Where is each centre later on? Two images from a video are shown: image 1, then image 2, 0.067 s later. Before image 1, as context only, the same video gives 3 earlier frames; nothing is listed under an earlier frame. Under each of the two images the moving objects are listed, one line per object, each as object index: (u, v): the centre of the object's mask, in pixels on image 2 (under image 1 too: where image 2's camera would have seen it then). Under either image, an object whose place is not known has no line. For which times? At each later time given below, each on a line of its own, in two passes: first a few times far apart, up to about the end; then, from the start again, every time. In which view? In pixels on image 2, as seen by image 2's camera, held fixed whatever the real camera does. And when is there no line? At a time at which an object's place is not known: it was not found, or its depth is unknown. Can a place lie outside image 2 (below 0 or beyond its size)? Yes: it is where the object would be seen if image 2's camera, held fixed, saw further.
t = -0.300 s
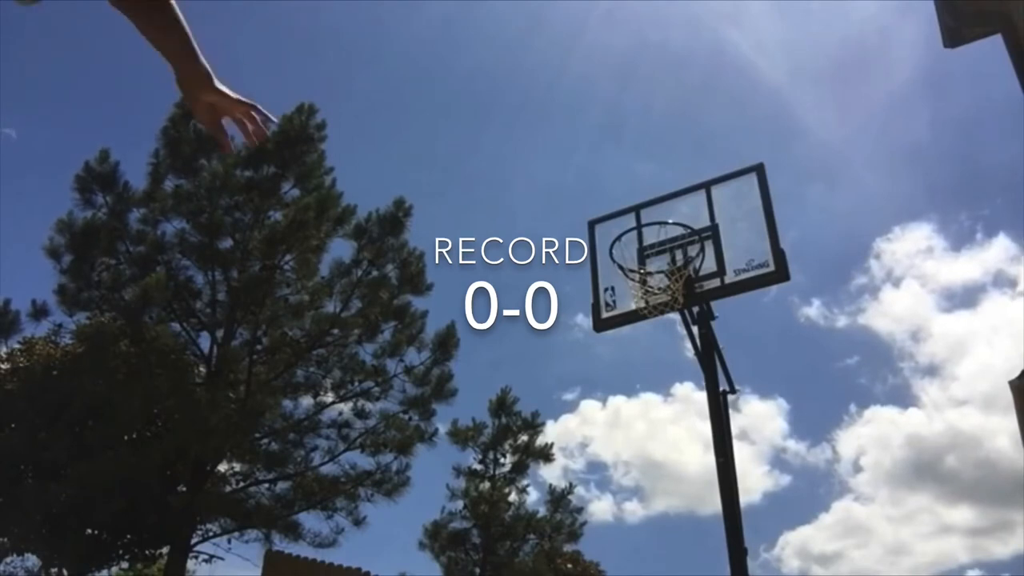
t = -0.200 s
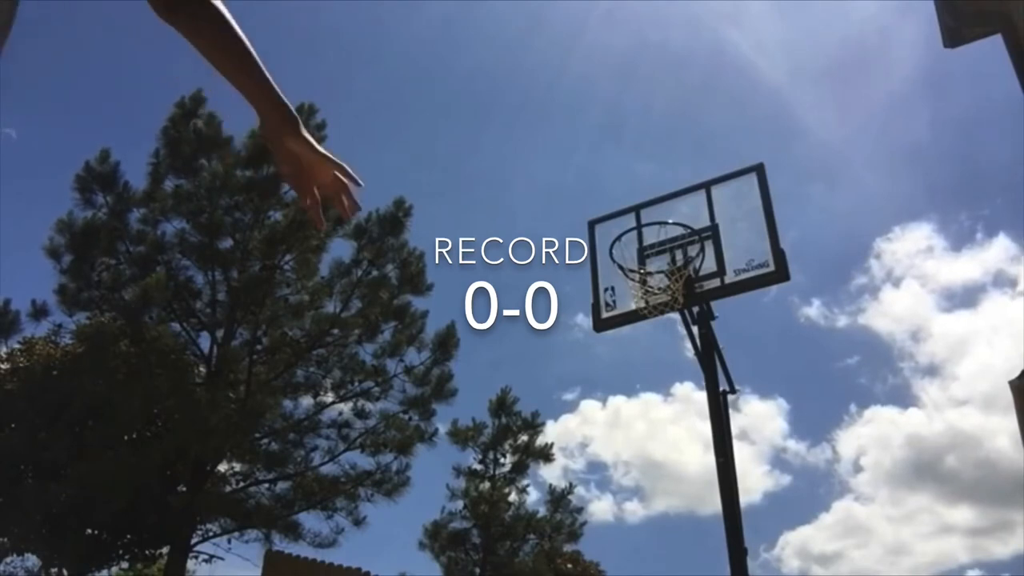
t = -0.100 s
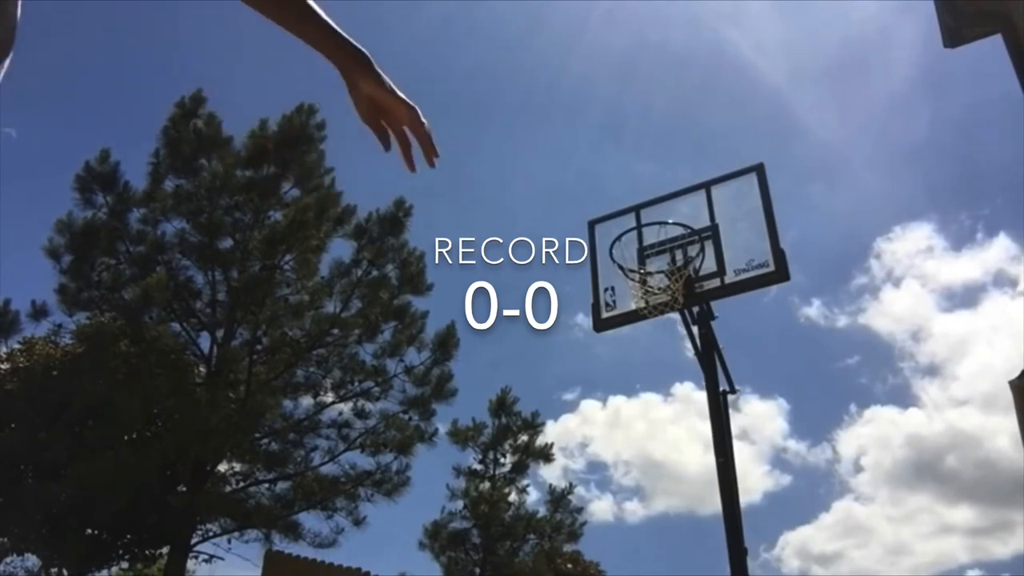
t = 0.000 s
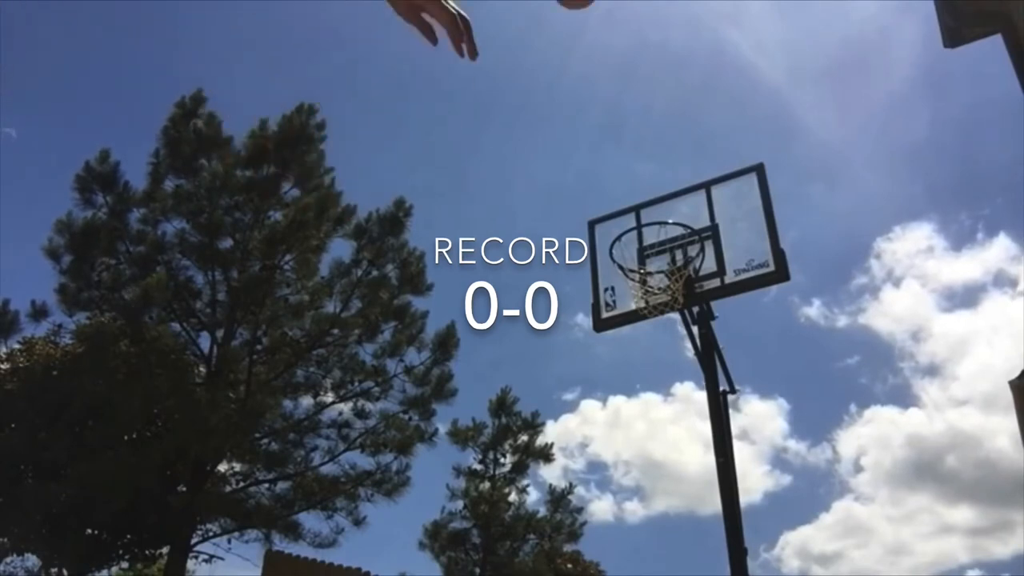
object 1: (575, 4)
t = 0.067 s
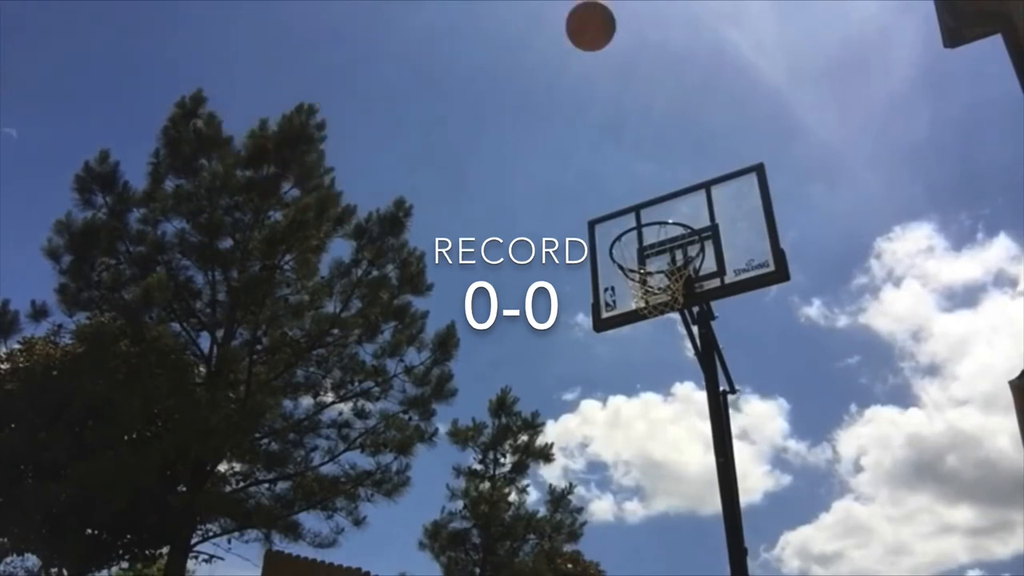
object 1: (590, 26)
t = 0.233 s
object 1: (625, 148)
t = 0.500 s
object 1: (645, 184)
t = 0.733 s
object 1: (655, 209)
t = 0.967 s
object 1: (660, 224)
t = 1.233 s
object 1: (655, 222)
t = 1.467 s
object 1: (658, 307)
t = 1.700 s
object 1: (669, 497)
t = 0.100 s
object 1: (598, 48)
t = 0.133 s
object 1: (605, 72)
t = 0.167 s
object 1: (612, 96)
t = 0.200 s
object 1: (619, 122)
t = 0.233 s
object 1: (625, 148)
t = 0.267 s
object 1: (632, 175)
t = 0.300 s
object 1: (639, 203)
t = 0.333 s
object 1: (640, 207)
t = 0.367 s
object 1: (640, 203)
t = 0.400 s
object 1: (641, 196)
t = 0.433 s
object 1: (642, 190)
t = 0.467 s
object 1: (643, 186)
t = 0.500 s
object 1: (645, 184)
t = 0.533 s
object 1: (646, 183)
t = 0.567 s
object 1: (647, 184)
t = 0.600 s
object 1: (648, 186)
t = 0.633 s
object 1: (650, 189)
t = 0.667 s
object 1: (652, 194)
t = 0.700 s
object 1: (653, 201)
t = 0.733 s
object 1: (655, 209)
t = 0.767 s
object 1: (657, 219)
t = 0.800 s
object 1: (659, 231)
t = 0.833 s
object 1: (661, 243)
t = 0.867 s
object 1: (662, 249)
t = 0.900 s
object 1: (660, 240)
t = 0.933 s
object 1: (660, 231)
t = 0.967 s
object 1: (660, 224)
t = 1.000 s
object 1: (659, 217)
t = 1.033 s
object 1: (658, 213)
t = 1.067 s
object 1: (657, 211)
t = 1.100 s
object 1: (657, 210)
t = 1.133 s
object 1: (656, 211)
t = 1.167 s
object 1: (656, 213)
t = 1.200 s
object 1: (656, 217)
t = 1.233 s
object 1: (655, 222)
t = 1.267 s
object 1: (655, 229)
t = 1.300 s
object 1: (655, 239)
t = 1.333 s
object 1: (656, 250)
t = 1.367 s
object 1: (657, 263)
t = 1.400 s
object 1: (658, 280)
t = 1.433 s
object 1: (658, 290)
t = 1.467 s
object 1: (658, 307)
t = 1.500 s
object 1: (659, 326)
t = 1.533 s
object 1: (660, 347)
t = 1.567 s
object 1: (662, 370)
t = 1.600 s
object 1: (663, 396)
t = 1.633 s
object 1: (665, 426)
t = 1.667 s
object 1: (667, 460)
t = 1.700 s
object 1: (669, 497)
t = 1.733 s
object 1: (672, 538)
